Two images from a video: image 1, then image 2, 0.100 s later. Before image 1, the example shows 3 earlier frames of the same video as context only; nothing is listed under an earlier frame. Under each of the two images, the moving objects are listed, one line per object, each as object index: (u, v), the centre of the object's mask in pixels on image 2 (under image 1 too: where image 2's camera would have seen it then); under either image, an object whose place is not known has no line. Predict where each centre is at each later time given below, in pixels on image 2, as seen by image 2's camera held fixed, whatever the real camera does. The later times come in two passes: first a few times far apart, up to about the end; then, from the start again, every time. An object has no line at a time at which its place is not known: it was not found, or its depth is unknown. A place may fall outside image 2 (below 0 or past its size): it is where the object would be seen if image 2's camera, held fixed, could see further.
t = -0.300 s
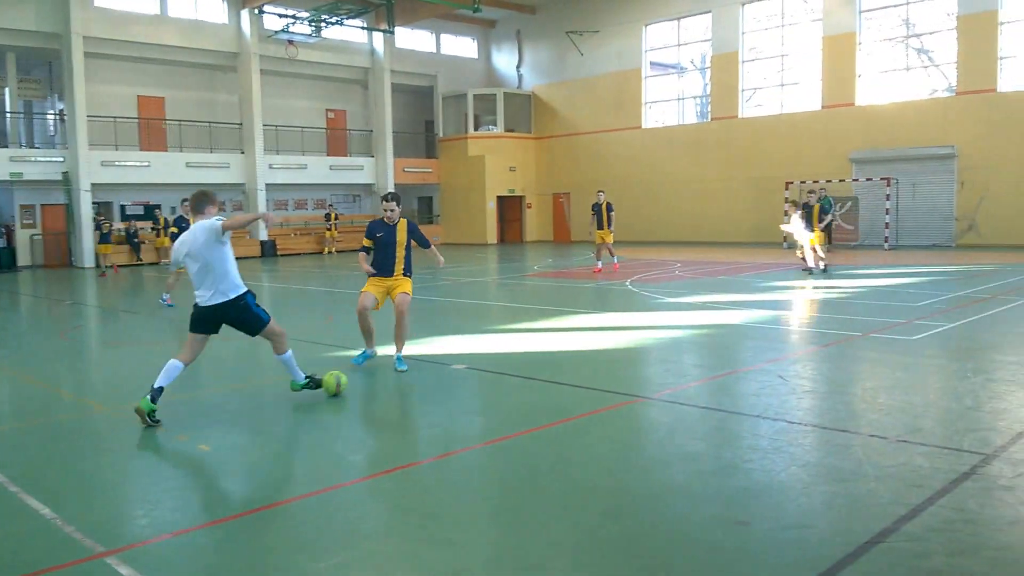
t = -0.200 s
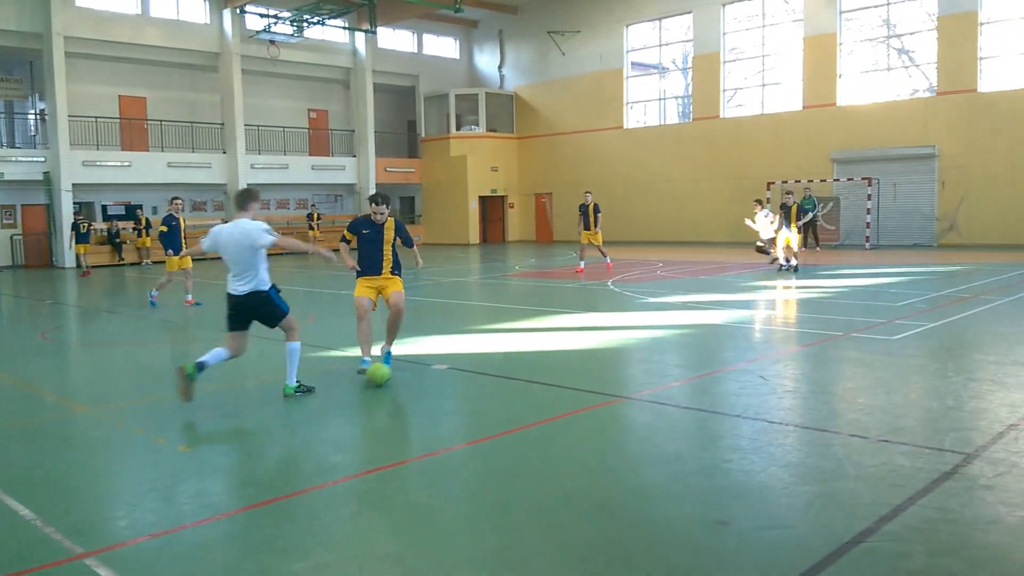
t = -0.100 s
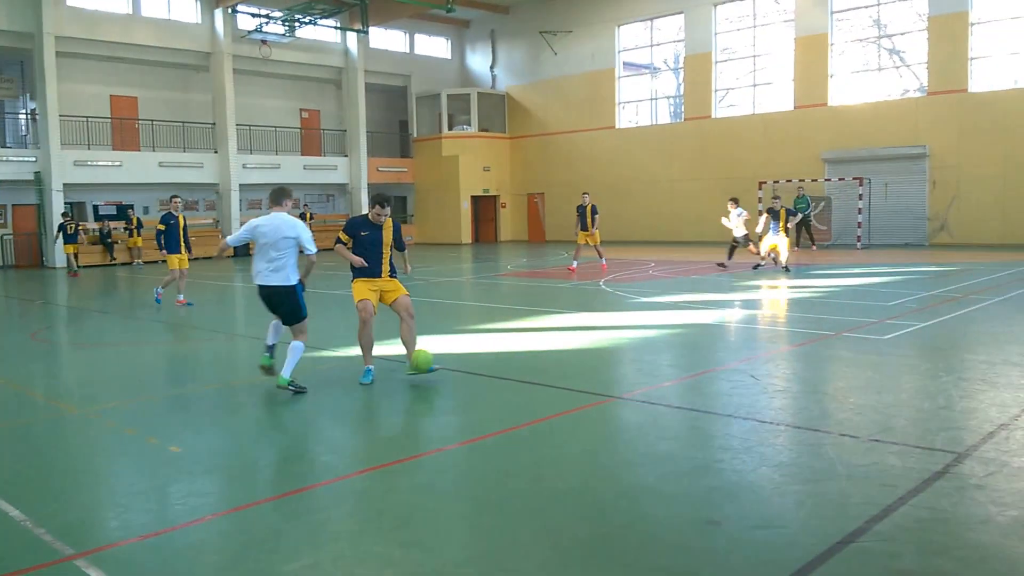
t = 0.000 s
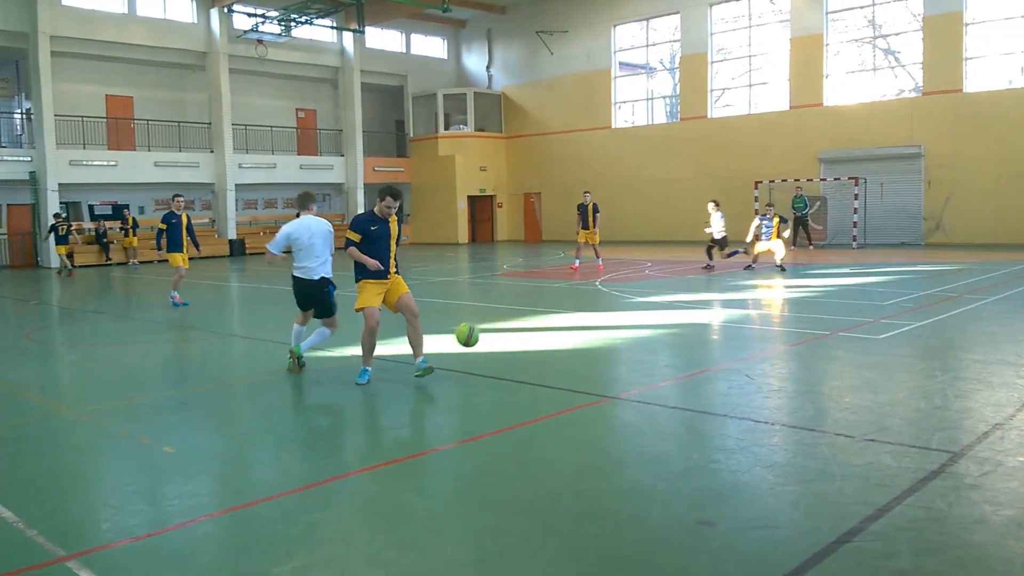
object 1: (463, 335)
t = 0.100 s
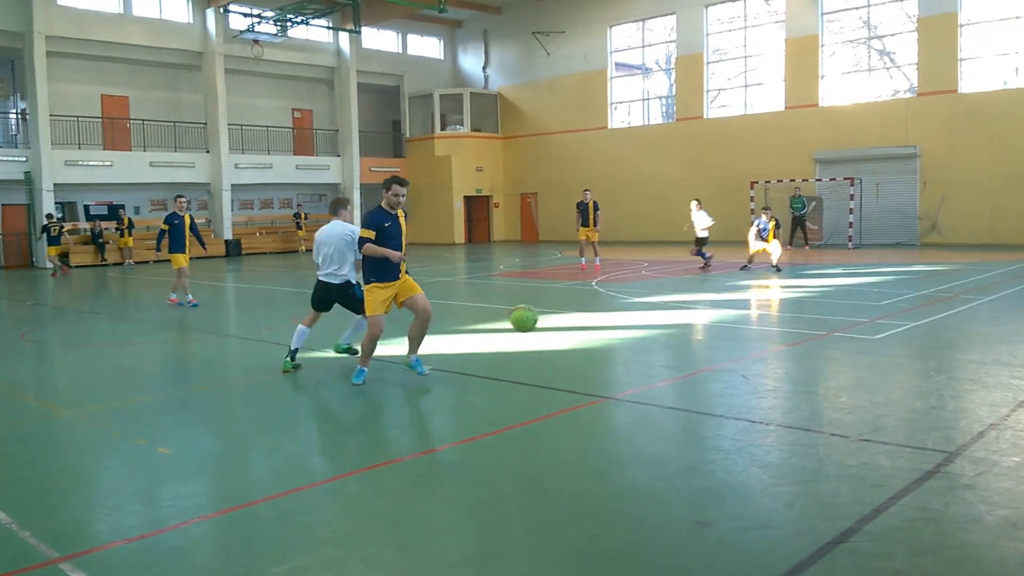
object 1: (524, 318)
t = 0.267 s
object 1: (653, 314)
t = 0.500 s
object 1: (954, 401)
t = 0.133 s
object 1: (547, 314)
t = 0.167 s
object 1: (571, 312)
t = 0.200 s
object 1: (596, 311)
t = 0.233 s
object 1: (624, 312)
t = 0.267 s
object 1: (653, 314)
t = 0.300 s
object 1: (687, 318)
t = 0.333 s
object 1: (722, 325)
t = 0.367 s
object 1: (760, 333)
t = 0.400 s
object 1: (803, 345)
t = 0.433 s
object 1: (848, 360)
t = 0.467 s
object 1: (899, 379)
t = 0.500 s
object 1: (954, 401)
